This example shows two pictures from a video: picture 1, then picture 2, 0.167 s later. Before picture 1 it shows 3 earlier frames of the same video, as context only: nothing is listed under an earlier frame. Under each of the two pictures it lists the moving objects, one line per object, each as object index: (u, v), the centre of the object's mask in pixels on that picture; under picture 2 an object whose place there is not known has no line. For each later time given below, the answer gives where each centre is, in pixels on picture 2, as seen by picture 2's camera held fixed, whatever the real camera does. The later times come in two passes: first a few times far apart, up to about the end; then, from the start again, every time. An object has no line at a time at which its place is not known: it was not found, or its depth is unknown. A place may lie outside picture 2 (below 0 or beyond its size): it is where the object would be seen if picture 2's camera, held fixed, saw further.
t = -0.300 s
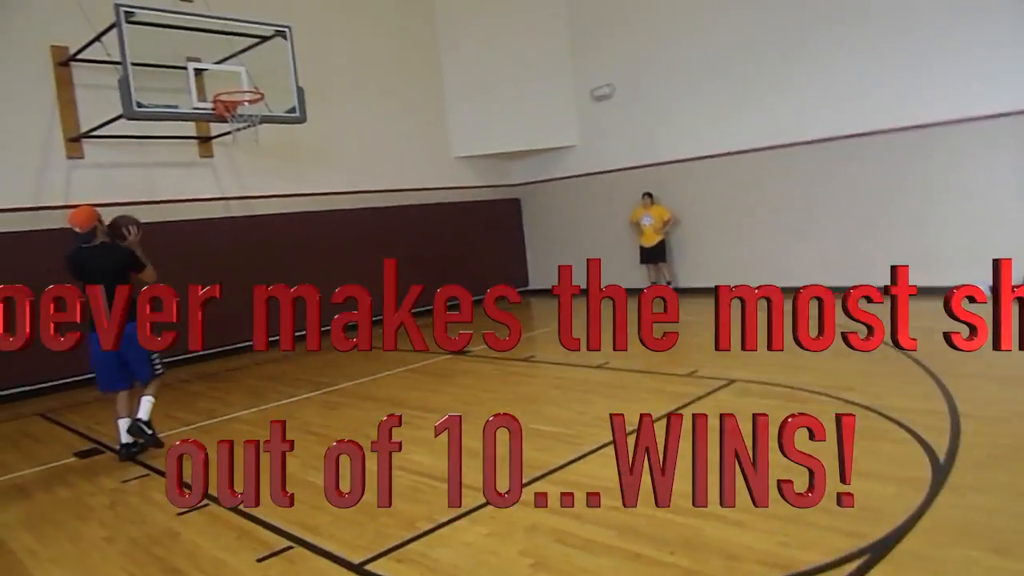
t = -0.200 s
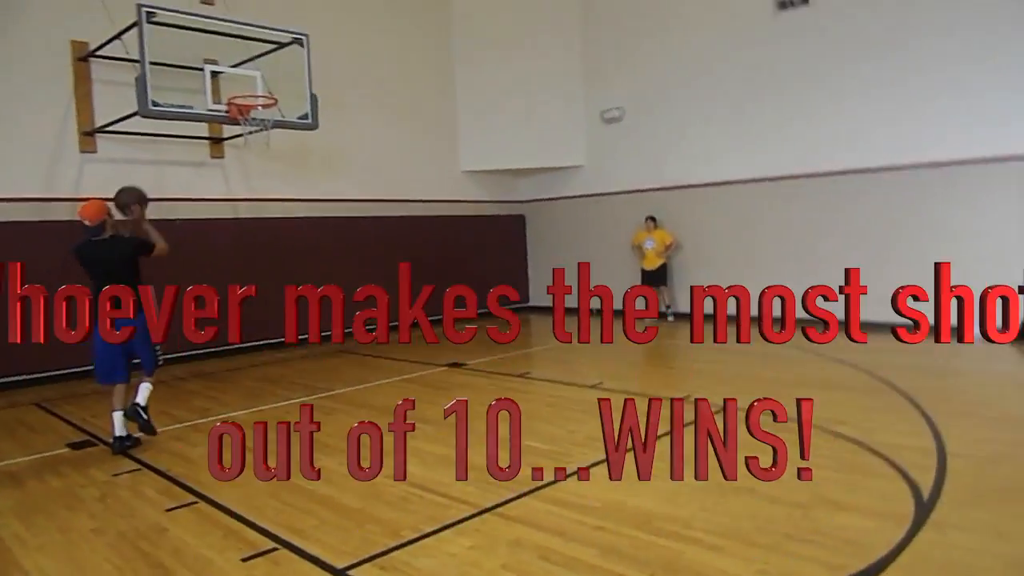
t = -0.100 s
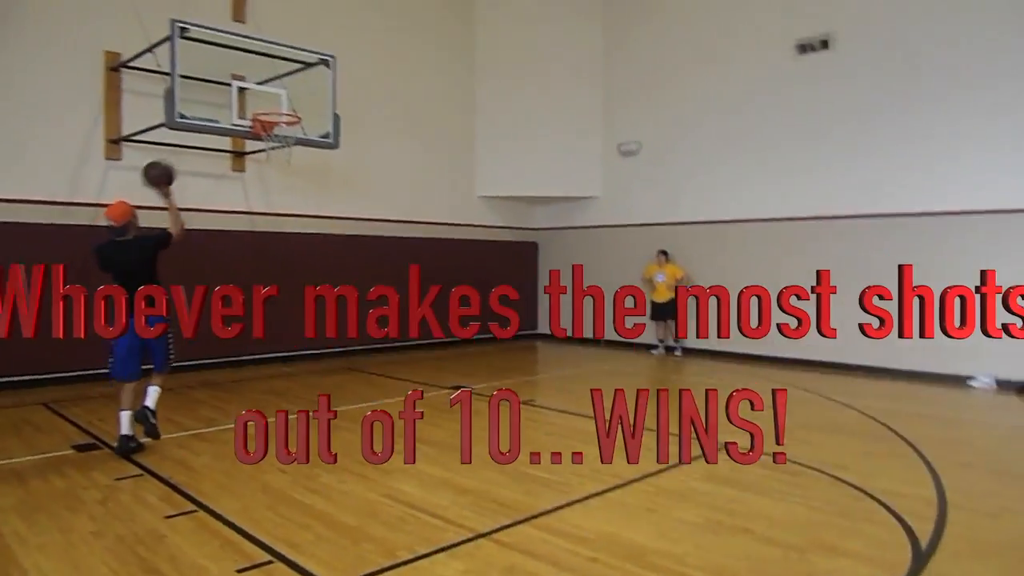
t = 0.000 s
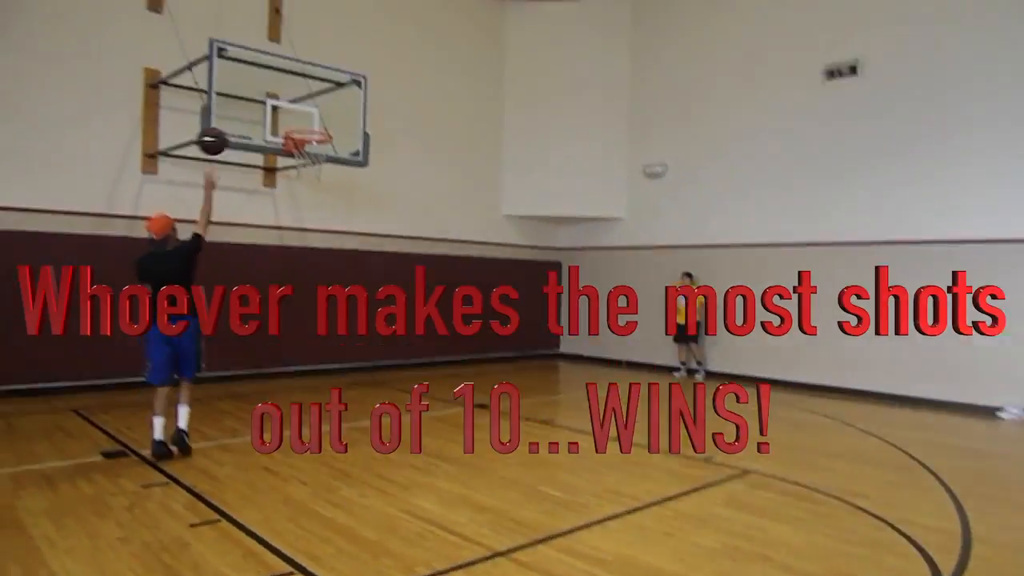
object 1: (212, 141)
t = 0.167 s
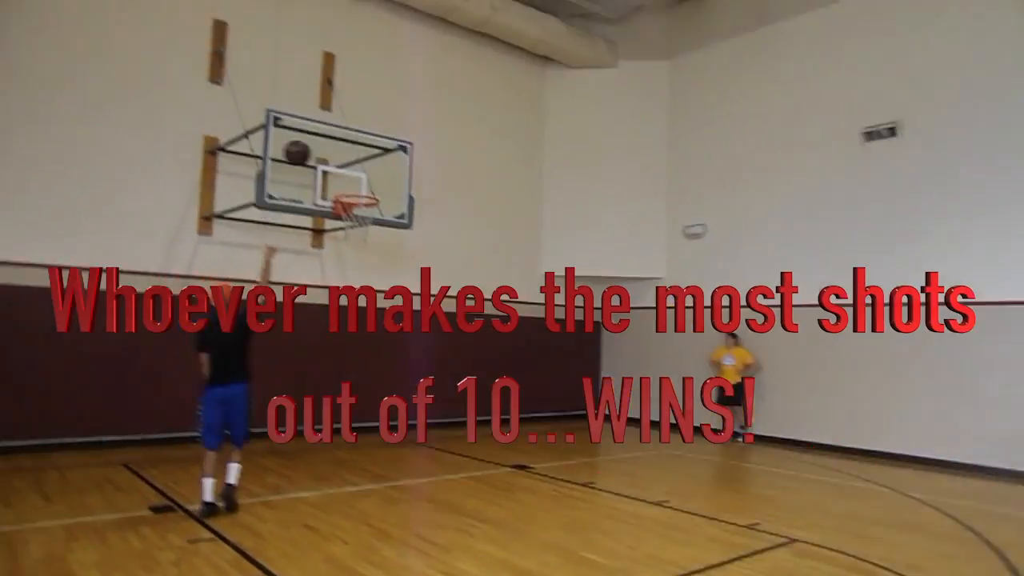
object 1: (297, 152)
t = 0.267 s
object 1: (314, 137)
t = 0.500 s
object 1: (347, 138)
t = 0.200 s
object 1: (303, 147)
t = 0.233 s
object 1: (309, 141)
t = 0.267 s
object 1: (314, 137)
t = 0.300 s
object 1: (319, 134)
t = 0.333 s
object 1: (324, 132)
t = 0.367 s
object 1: (329, 132)
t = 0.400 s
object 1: (334, 132)
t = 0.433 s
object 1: (338, 133)
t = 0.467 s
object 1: (343, 135)
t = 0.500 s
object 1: (347, 138)
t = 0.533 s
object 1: (351, 143)
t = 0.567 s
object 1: (355, 148)
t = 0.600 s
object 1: (359, 154)
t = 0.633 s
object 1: (363, 160)
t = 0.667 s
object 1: (366, 169)
